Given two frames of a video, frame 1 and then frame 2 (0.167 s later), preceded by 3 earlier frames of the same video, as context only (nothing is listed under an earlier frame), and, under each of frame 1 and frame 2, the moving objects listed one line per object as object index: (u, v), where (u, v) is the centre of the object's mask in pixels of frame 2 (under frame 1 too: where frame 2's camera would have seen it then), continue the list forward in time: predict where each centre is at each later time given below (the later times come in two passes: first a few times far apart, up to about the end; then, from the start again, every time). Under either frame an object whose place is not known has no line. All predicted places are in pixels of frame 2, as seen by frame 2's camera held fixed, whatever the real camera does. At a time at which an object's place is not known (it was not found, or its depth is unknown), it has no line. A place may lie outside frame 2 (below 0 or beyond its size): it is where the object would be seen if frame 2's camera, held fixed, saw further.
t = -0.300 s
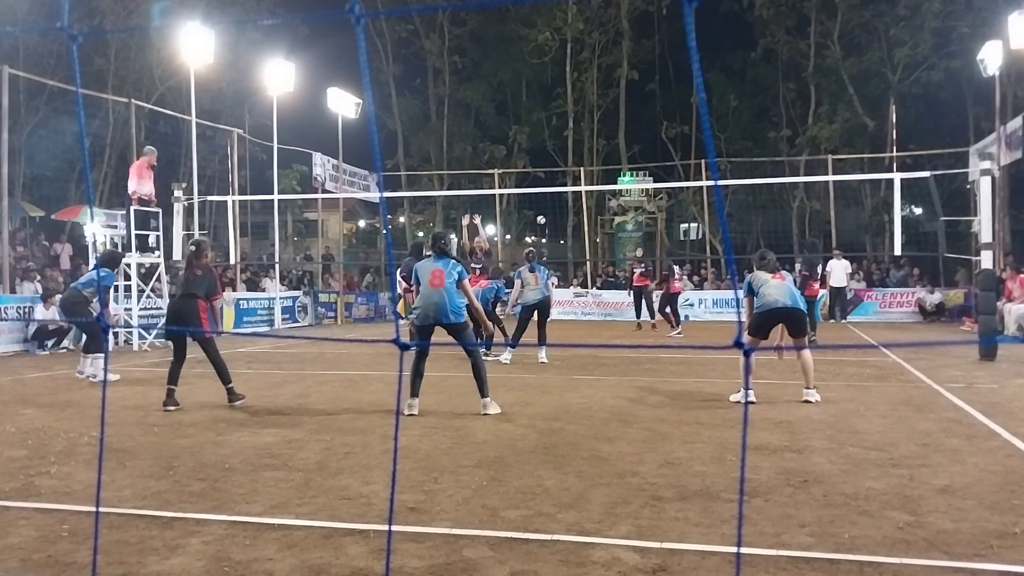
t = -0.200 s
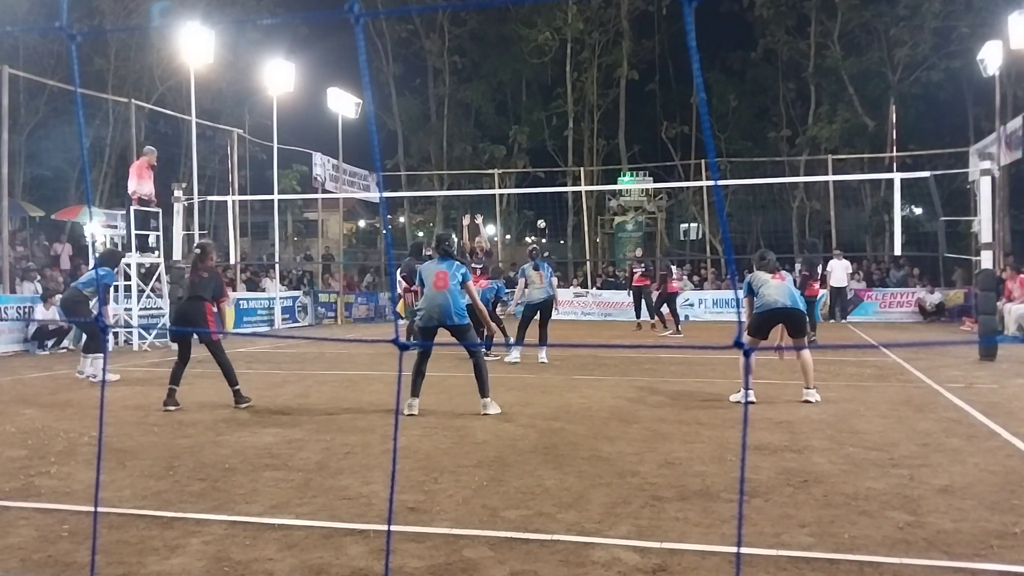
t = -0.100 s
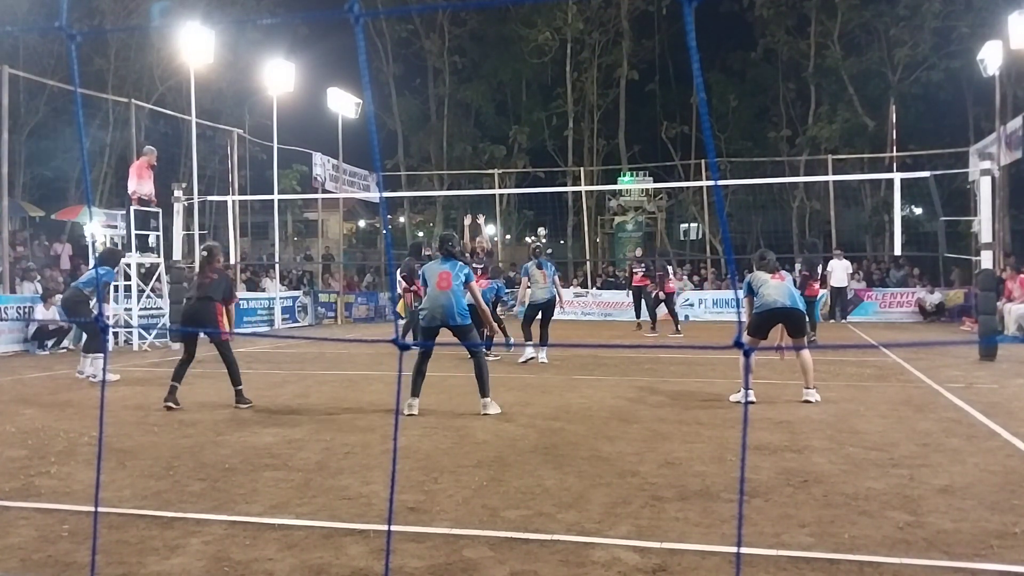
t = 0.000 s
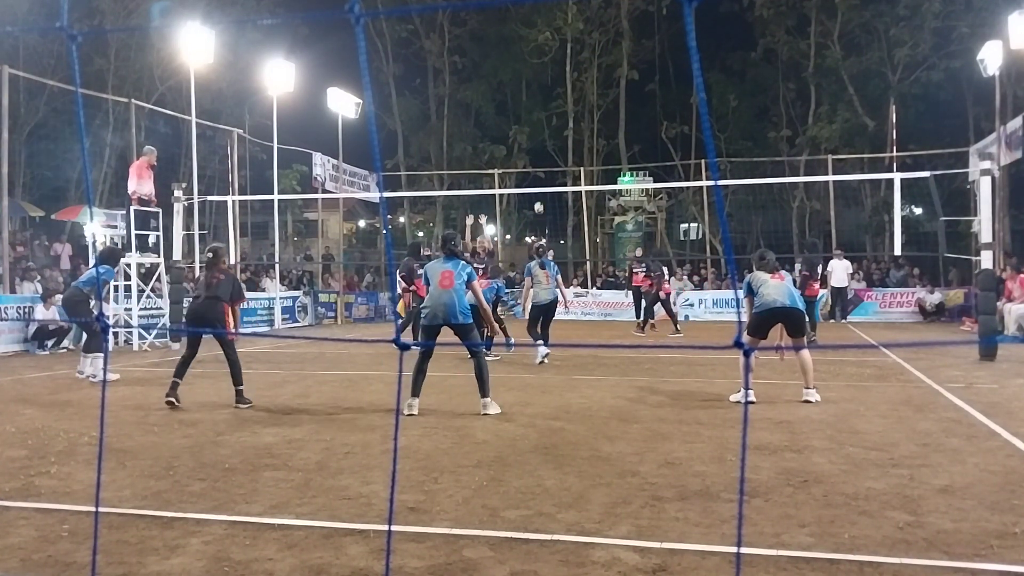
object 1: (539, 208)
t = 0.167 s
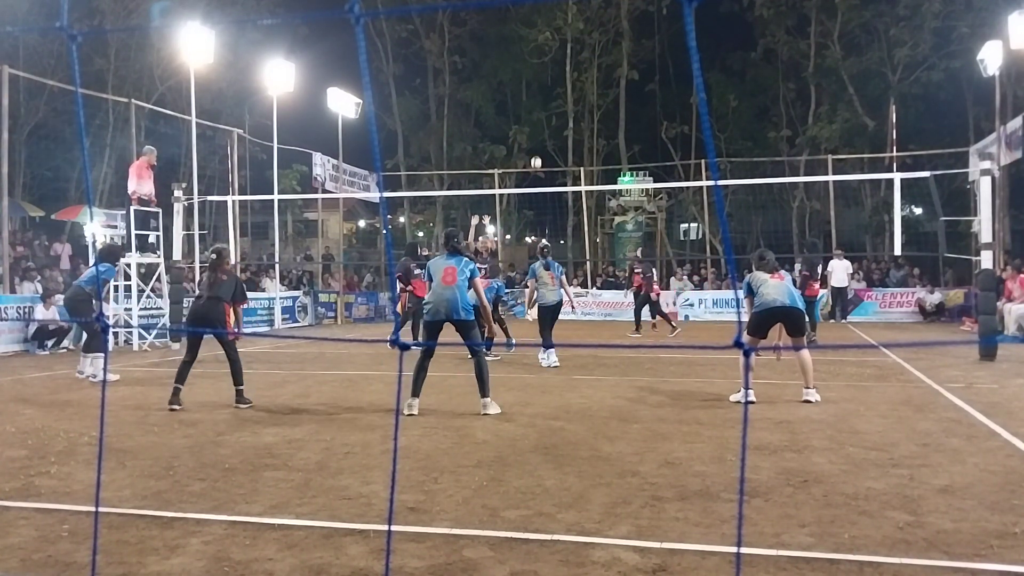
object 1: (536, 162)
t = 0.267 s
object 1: (536, 138)
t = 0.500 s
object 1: (541, 90)
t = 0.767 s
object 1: (548, 65)
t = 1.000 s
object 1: (554, 97)
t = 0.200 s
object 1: (536, 154)
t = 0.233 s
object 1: (536, 147)
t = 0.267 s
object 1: (536, 138)
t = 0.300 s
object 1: (536, 130)
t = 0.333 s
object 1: (536, 123)
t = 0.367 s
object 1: (537, 116)
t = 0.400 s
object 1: (538, 109)
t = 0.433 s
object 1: (539, 103)
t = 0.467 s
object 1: (540, 96)
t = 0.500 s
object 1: (541, 90)
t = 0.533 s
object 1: (542, 85)
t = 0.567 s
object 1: (542, 80)
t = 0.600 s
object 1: (544, 75)
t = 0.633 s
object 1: (545, 72)
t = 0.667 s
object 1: (546, 69)
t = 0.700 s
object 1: (547, 66)
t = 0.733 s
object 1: (548, 65)
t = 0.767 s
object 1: (548, 65)
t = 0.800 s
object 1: (549, 65)
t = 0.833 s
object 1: (549, 67)
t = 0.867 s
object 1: (550, 70)
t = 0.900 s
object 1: (551, 74)
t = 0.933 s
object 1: (552, 79)
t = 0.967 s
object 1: (553, 87)
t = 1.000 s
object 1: (554, 97)
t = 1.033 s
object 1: (554, 107)
